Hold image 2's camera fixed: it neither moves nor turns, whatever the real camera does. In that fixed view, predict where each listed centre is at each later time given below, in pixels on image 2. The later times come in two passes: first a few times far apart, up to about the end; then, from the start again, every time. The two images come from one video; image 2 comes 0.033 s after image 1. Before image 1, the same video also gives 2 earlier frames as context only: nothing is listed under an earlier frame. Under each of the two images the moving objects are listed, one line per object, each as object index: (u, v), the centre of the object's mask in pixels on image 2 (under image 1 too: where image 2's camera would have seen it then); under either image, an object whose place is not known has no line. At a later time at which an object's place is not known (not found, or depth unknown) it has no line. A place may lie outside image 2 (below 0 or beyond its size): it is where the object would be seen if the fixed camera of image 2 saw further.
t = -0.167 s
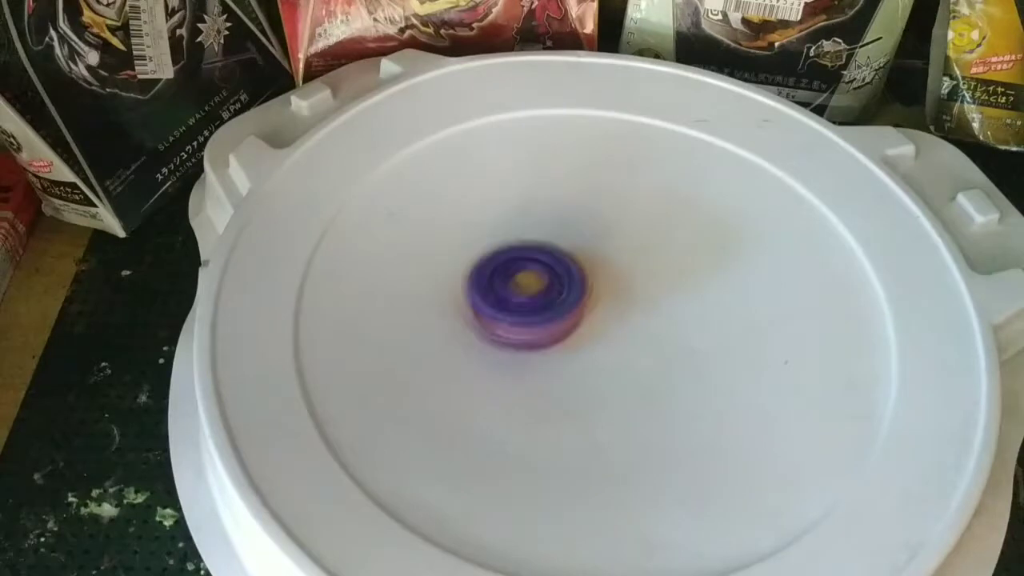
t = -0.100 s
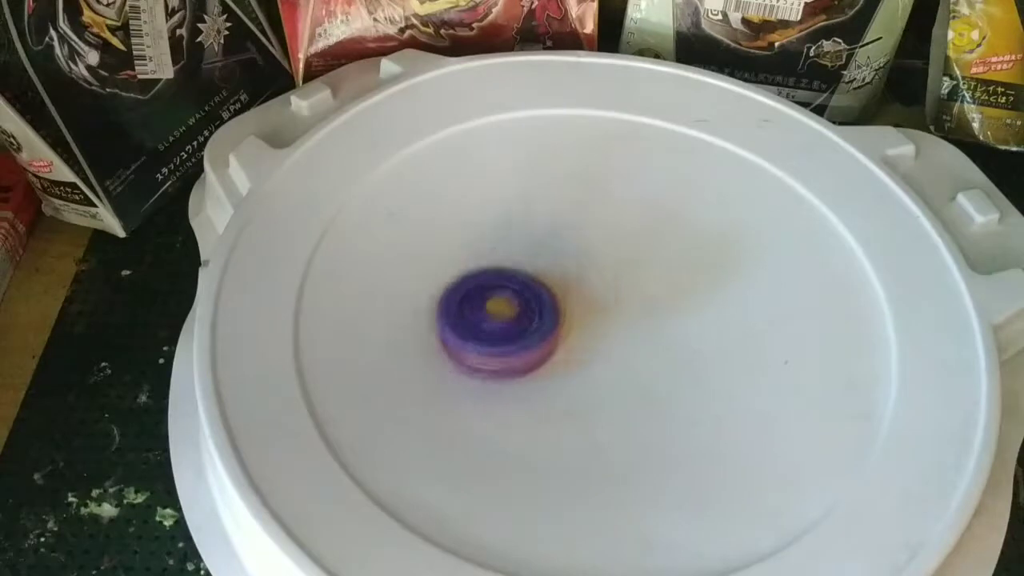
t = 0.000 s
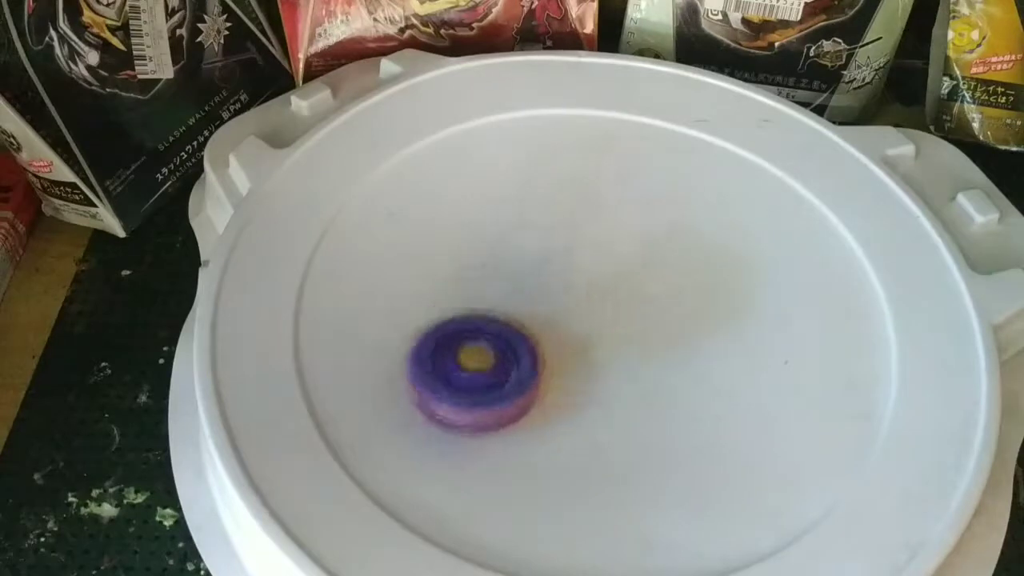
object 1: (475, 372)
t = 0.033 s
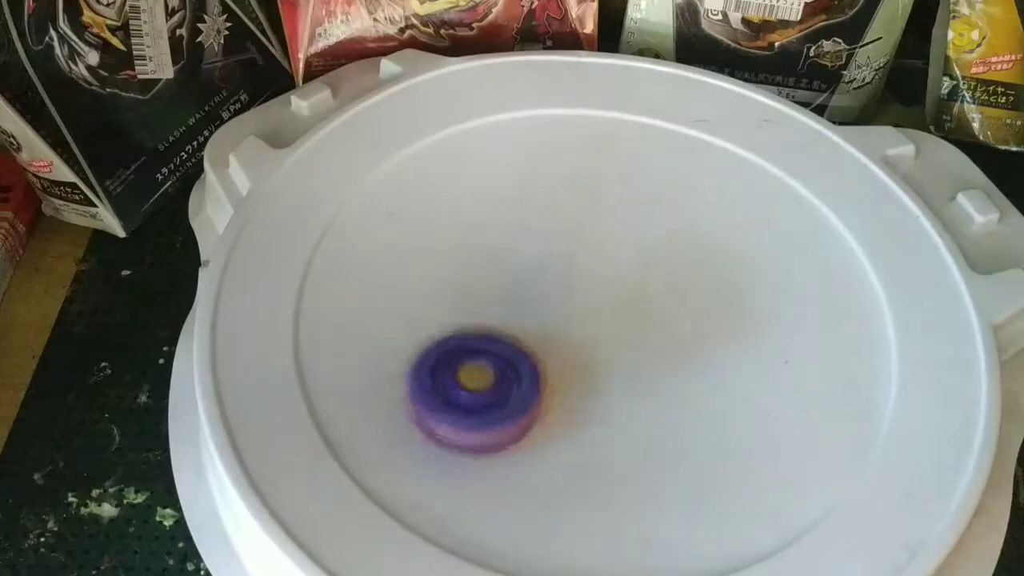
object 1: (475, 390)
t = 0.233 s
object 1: (603, 431)
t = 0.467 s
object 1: (651, 308)
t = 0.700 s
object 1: (568, 214)
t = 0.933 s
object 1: (472, 266)
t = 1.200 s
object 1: (620, 355)
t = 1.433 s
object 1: (740, 300)
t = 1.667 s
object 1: (658, 233)
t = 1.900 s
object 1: (539, 299)
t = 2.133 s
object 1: (536, 410)
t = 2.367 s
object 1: (664, 399)
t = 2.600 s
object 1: (633, 284)
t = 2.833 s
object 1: (527, 230)
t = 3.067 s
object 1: (483, 310)
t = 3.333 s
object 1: (645, 344)
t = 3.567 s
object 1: (716, 272)
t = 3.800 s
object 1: (615, 237)
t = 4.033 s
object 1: (534, 319)
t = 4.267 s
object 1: (577, 414)
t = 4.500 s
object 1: (677, 367)
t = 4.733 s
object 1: (623, 272)
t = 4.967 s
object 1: (522, 238)
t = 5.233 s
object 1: (515, 327)
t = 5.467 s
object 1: (645, 351)
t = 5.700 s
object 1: (714, 287)
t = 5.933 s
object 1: (618, 249)
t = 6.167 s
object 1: (530, 309)
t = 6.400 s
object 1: (549, 395)
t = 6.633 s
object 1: (652, 367)
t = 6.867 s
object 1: (637, 276)
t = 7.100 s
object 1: (561, 230)
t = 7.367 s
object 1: (524, 306)
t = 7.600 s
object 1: (625, 359)
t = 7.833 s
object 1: (709, 326)
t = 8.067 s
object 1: (635, 274)
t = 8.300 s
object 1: (534, 300)
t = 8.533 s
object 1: (529, 367)
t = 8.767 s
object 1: (627, 349)
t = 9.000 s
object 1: (643, 272)
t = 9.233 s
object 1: (583, 234)
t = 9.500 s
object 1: (559, 307)
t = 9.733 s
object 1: (629, 360)
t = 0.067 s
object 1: (483, 409)
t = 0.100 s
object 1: (501, 425)
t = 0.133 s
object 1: (522, 436)
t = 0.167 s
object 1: (548, 441)
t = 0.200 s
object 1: (577, 440)
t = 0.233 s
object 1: (603, 431)
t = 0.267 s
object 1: (623, 419)
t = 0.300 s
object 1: (639, 403)
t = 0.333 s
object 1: (651, 385)
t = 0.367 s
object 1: (657, 365)
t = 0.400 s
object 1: (659, 345)
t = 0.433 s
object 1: (656, 326)
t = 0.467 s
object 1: (651, 308)
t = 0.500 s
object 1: (645, 290)
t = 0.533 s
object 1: (636, 273)
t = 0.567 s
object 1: (626, 258)
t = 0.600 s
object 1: (615, 244)
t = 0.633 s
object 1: (602, 231)
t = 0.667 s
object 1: (586, 221)
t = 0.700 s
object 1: (568, 214)
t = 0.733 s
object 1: (550, 210)
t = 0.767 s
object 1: (530, 208)
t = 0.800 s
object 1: (511, 211)
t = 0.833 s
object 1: (495, 219)
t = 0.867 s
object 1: (482, 231)
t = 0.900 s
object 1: (474, 247)
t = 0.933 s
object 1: (472, 266)
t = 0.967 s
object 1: (475, 284)
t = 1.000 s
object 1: (488, 303)
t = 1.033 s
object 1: (505, 318)
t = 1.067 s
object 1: (527, 331)
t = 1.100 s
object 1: (549, 341)
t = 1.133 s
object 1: (573, 350)
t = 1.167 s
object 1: (598, 355)
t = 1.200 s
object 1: (620, 355)
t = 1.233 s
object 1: (643, 355)
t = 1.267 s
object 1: (667, 352)
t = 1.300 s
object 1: (687, 347)
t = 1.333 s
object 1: (706, 339)
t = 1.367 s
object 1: (721, 328)
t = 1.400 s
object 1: (732, 316)
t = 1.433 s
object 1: (740, 300)
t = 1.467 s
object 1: (744, 285)
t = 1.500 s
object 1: (742, 270)
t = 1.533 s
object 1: (733, 256)
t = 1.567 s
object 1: (720, 246)
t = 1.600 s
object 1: (701, 237)
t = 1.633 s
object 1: (680, 233)
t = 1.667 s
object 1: (658, 233)
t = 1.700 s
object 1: (637, 235)
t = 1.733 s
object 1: (616, 241)
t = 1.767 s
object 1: (597, 251)
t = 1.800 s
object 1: (581, 262)
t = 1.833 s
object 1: (566, 274)
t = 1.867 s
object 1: (551, 287)
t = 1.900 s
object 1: (539, 299)
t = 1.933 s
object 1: (528, 313)
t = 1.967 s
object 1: (522, 329)
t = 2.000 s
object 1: (520, 344)
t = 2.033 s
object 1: (520, 361)
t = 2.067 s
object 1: (523, 377)
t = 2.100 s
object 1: (528, 395)
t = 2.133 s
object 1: (536, 410)
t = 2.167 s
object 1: (550, 423)
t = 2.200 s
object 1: (570, 431)
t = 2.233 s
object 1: (591, 434)
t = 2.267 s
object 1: (615, 432)
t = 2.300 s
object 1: (634, 425)
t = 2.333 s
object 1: (651, 414)
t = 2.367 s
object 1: (664, 399)
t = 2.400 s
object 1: (671, 381)
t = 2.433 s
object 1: (672, 364)
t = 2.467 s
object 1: (668, 345)
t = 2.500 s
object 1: (663, 328)
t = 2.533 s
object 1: (656, 313)
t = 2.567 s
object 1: (644, 297)
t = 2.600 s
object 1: (633, 284)
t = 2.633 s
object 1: (618, 271)
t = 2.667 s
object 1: (606, 261)
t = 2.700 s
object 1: (592, 250)
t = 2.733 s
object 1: (576, 242)
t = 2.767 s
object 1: (560, 235)
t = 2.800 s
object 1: (542, 231)
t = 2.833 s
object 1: (527, 230)
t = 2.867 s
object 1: (510, 232)
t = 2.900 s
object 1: (494, 239)
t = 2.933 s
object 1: (481, 249)
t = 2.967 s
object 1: (472, 261)
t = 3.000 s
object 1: (471, 278)
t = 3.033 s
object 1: (473, 294)
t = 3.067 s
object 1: (483, 310)
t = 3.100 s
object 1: (500, 322)
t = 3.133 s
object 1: (520, 332)
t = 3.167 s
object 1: (541, 342)
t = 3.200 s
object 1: (562, 348)
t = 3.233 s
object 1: (585, 352)
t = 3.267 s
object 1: (606, 351)
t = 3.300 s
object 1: (627, 349)
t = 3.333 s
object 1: (645, 344)
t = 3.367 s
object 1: (664, 338)
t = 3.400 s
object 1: (680, 331)
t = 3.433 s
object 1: (695, 322)
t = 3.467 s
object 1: (704, 311)
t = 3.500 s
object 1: (712, 299)
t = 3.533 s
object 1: (716, 286)
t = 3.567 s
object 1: (716, 272)
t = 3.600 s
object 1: (710, 259)
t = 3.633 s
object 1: (701, 248)
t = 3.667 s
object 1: (690, 238)
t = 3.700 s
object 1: (671, 233)
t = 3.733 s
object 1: (652, 231)
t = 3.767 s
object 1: (633, 232)
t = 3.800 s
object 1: (615, 237)
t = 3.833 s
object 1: (597, 245)
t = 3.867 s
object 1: (583, 255)
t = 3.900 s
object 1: (571, 266)
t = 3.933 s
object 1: (560, 278)
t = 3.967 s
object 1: (548, 291)
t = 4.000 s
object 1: (540, 305)
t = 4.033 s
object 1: (534, 319)
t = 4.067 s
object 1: (532, 333)
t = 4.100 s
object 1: (531, 347)
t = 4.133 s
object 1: (536, 363)
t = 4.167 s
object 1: (540, 377)
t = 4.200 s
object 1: (550, 391)
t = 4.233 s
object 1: (560, 403)
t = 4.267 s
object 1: (577, 414)
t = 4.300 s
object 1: (595, 420)
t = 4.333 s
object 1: (616, 421)
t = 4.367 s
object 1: (634, 418)
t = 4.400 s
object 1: (652, 409)
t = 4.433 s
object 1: (666, 397)
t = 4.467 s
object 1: (673, 382)
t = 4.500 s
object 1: (677, 367)
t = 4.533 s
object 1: (676, 350)
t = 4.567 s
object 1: (672, 335)
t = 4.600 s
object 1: (664, 320)
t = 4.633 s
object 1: (657, 307)
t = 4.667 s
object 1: (646, 294)
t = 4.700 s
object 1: (633, 281)
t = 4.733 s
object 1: (623, 272)
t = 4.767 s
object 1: (609, 262)
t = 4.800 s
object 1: (594, 253)
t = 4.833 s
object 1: (582, 247)
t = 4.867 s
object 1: (566, 240)
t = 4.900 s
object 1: (551, 237)
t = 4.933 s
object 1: (535, 236)
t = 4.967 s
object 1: (522, 238)
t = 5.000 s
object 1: (506, 243)
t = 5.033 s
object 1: (493, 251)
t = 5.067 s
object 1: (486, 262)
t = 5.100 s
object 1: (480, 275)
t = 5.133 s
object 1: (481, 290)
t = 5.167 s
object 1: (489, 303)
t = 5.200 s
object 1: (501, 316)
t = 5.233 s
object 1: (515, 327)
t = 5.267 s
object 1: (533, 337)
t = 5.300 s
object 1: (552, 346)
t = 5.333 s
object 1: (569, 351)
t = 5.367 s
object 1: (588, 354)
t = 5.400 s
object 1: (610, 355)
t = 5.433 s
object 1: (626, 353)
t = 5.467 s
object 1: (645, 351)
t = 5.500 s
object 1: (664, 347)
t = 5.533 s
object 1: (677, 341)
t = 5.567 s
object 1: (692, 334)
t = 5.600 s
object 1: (704, 323)
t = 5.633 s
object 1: (710, 312)
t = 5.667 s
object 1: (714, 301)
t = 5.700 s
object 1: (714, 287)
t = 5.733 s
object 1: (708, 275)
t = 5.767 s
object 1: (701, 266)
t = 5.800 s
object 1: (687, 255)
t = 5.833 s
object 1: (671, 250)
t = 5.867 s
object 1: (654, 247)
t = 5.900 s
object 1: (636, 246)
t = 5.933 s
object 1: (618, 249)
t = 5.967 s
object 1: (603, 255)
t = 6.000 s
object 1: (588, 261)
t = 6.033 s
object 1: (574, 270)
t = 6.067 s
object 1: (561, 279)
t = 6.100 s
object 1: (549, 288)
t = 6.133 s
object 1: (537, 299)
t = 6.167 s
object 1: (530, 309)
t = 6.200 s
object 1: (524, 321)
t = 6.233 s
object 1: (522, 335)
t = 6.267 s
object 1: (523, 347)
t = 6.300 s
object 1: (525, 359)
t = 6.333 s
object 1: (529, 374)
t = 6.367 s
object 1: (538, 386)
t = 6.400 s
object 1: (549, 395)
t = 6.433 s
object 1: (566, 403)
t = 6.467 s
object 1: (584, 406)
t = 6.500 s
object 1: (600, 405)
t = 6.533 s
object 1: (620, 400)
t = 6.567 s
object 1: (634, 391)
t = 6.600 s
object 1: (643, 380)
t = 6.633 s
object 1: (652, 367)
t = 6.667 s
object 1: (656, 354)
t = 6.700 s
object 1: (657, 340)
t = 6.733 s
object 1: (658, 326)
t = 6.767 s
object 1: (654, 312)
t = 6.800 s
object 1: (651, 301)
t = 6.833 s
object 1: (645, 288)
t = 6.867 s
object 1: (637, 276)
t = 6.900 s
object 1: (631, 266)
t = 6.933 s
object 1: (622, 256)
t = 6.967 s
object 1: (611, 248)
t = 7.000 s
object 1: (600, 240)
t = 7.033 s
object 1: (587, 234)
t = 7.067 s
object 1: (576, 231)
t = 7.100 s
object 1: (561, 230)
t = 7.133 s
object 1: (545, 232)
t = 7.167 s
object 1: (535, 236)
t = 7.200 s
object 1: (523, 245)
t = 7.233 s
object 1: (515, 256)
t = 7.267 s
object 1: (513, 268)
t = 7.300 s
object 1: (513, 281)
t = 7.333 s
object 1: (518, 295)
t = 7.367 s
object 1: (524, 306)
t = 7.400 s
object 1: (536, 320)
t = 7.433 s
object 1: (549, 330)
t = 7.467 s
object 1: (561, 339)
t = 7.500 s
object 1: (576, 347)
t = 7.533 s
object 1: (590, 352)
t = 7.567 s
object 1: (608, 357)
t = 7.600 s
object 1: (625, 359)
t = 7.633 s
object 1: (639, 360)
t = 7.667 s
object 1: (656, 361)
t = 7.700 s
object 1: (670, 359)
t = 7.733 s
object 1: (685, 354)
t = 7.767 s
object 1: (697, 347)
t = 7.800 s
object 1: (703, 338)
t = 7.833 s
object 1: (709, 326)
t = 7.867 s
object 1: (707, 315)
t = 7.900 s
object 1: (704, 305)
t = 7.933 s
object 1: (693, 295)
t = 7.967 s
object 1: (679, 286)
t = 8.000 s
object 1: (665, 279)
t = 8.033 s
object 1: (648, 275)
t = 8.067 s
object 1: (635, 274)
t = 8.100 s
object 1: (618, 275)
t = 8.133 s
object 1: (602, 277)
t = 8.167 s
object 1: (587, 279)
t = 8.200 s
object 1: (571, 282)
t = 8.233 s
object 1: (560, 286)
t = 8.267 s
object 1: (545, 293)
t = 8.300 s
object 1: (534, 300)
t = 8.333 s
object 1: (525, 307)
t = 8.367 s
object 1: (518, 316)
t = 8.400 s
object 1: (514, 324)
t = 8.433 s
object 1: (513, 336)
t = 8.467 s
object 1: (515, 347)
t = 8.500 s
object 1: (519, 357)
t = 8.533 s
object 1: (529, 367)
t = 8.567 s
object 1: (542, 374)
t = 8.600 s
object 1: (558, 378)
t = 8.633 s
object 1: (576, 378)
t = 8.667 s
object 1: (590, 374)
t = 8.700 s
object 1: (606, 367)
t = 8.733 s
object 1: (616, 358)
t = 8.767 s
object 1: (627, 349)
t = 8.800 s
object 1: (633, 338)
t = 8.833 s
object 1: (639, 327)
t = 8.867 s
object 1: (642, 316)
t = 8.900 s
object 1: (645, 305)
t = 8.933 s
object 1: (646, 293)
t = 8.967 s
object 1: (644, 283)
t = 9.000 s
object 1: (643, 272)
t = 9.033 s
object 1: (638, 262)
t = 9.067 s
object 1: (634, 253)
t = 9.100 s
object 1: (625, 245)
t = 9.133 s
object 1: (617, 239)
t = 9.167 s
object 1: (606, 235)
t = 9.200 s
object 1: (596, 233)
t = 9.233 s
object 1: (583, 234)
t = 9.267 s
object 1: (571, 238)
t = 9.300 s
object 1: (562, 243)
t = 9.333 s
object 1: (555, 252)
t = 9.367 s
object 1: (552, 262)
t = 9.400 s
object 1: (549, 273)
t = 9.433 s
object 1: (551, 284)
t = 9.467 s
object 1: (553, 295)
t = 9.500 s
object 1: (559, 307)
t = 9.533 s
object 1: (564, 318)
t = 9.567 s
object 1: (572, 329)
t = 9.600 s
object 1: (580, 337)
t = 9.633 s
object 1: (592, 346)
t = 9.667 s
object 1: (602, 352)
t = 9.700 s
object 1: (616, 357)
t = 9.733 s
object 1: (629, 360)
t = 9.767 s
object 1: (644, 362)
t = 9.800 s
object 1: (658, 363)
